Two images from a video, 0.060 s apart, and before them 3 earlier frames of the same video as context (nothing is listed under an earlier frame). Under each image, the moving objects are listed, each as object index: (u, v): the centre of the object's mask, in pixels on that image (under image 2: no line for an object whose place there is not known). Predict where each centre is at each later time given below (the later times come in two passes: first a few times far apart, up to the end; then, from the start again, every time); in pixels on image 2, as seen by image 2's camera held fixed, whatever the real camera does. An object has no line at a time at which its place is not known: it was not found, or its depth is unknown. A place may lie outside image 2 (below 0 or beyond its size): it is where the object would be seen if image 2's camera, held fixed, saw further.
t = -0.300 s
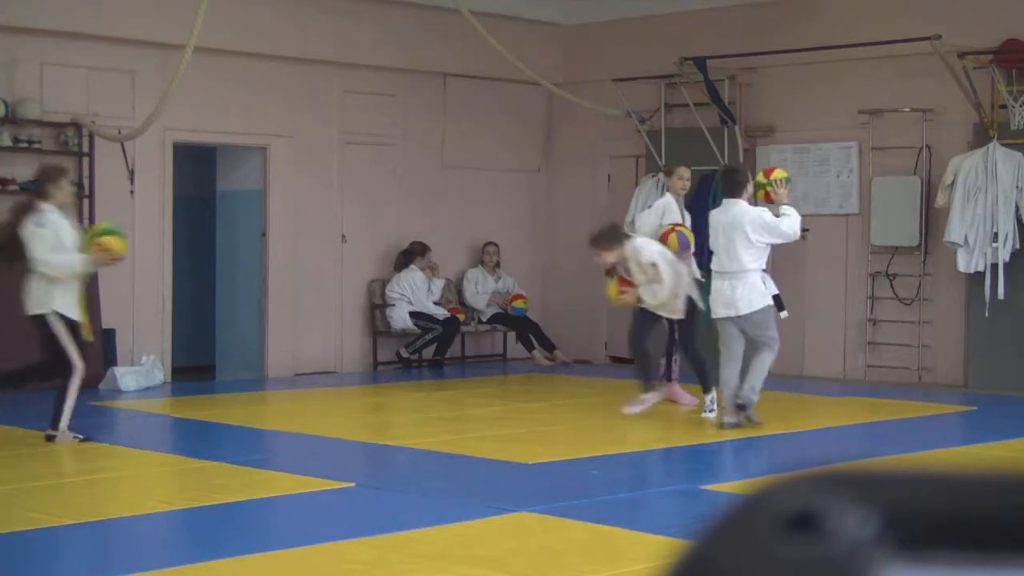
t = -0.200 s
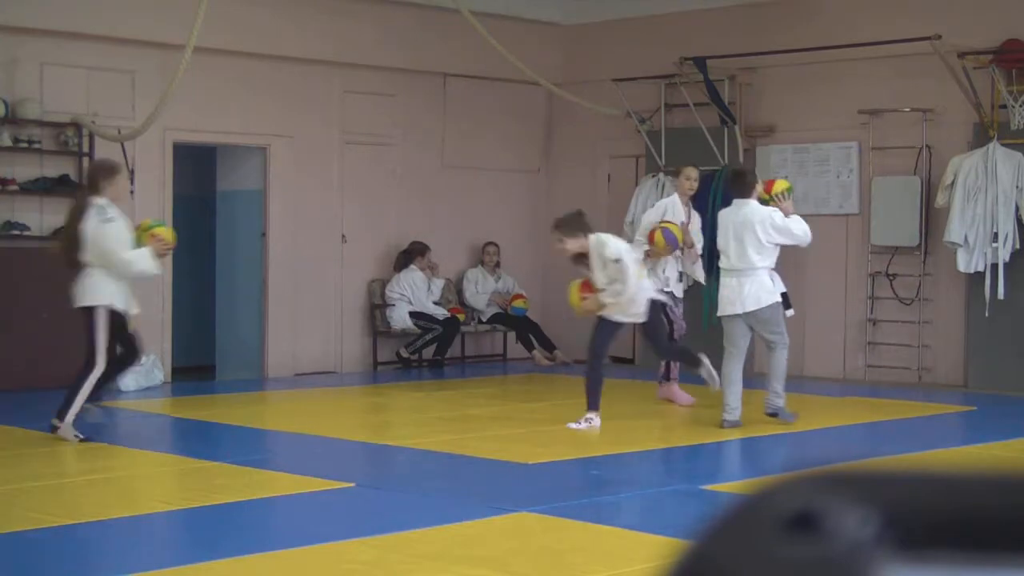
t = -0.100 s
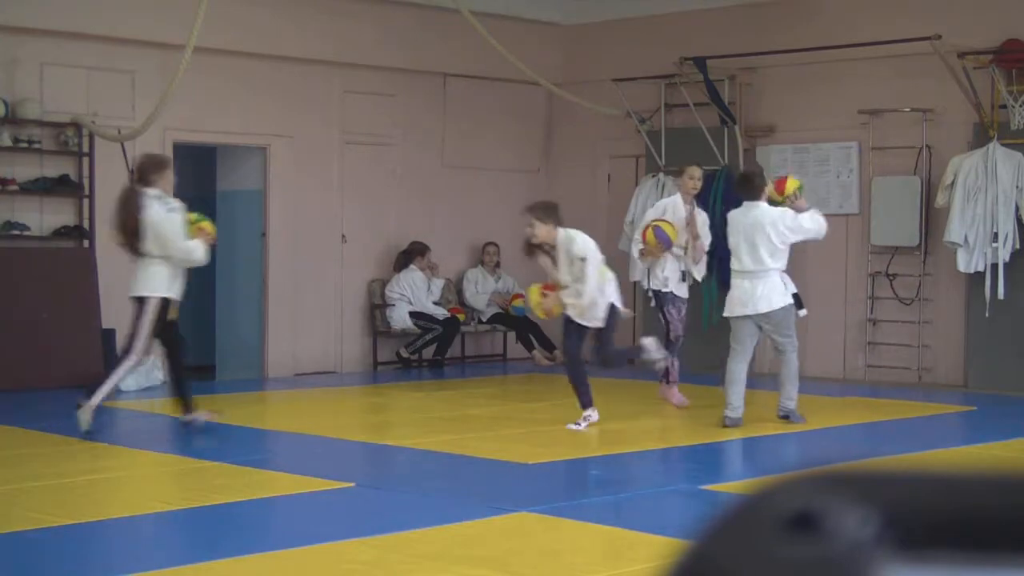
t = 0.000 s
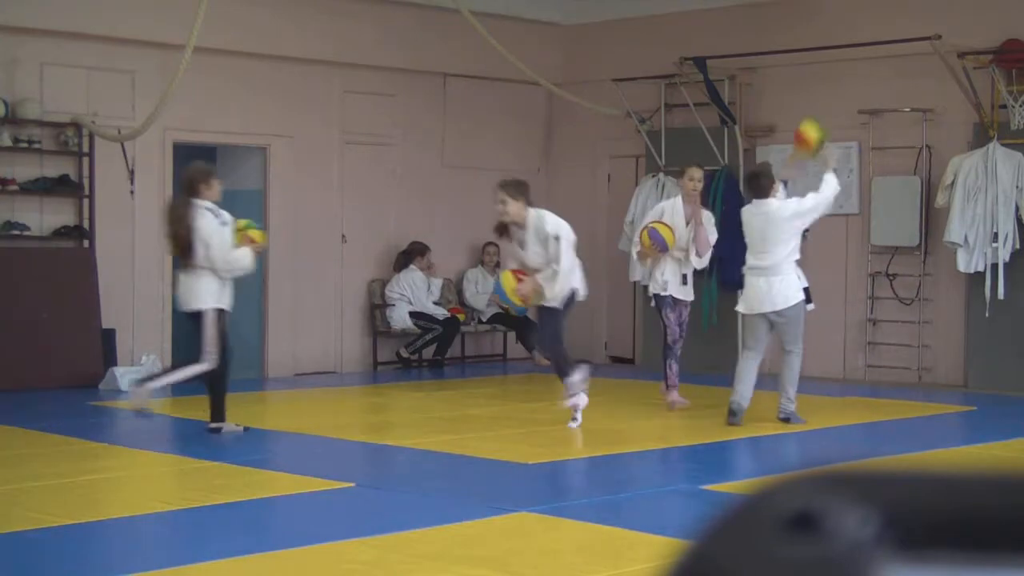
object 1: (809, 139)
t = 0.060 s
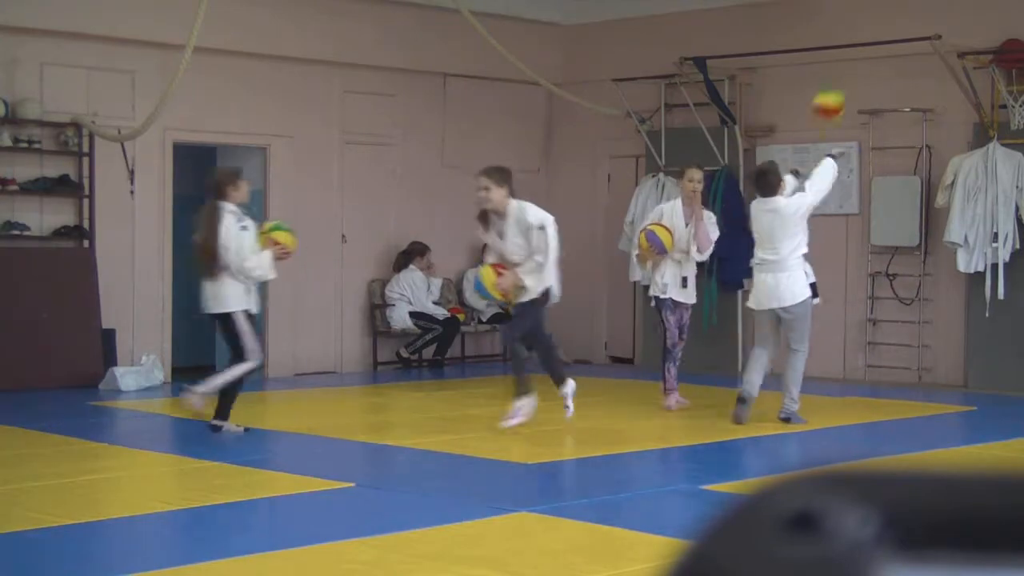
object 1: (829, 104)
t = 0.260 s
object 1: (891, 29)
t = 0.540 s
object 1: (961, 37)
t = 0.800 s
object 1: (901, 42)
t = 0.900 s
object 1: (868, 66)
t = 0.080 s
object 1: (836, 94)
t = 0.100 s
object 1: (842, 82)
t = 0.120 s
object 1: (848, 73)
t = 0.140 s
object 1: (854, 65)
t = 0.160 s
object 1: (860, 57)
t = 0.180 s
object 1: (866, 51)
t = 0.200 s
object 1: (872, 46)
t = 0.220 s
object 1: (879, 39)
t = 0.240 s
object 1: (886, 34)
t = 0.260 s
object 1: (891, 29)
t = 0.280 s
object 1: (897, 26)
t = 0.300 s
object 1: (901, 24)
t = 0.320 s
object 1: (907, 21)
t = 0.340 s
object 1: (912, 20)
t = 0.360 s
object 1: (918, 19)
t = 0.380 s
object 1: (923, 19)
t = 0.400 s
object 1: (928, 19)
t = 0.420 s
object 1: (932, 20)
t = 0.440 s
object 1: (938, 21)
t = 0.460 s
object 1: (943, 23)
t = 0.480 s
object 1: (948, 26)
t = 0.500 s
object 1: (952, 29)
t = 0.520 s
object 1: (956, 32)
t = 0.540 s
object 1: (961, 37)
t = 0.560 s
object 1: (965, 41)
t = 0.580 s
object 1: (968, 45)
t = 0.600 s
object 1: (965, 43)
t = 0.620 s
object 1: (958, 40)
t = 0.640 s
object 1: (952, 38)
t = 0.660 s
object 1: (946, 36)
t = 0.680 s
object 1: (940, 36)
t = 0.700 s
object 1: (933, 35)
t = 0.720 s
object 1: (927, 36)
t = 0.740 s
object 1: (920, 36)
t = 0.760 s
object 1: (914, 38)
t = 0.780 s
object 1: (908, 39)
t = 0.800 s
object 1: (901, 42)
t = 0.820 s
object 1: (895, 45)
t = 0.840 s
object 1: (888, 49)
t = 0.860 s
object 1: (882, 54)
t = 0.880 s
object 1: (875, 60)
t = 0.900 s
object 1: (868, 66)
